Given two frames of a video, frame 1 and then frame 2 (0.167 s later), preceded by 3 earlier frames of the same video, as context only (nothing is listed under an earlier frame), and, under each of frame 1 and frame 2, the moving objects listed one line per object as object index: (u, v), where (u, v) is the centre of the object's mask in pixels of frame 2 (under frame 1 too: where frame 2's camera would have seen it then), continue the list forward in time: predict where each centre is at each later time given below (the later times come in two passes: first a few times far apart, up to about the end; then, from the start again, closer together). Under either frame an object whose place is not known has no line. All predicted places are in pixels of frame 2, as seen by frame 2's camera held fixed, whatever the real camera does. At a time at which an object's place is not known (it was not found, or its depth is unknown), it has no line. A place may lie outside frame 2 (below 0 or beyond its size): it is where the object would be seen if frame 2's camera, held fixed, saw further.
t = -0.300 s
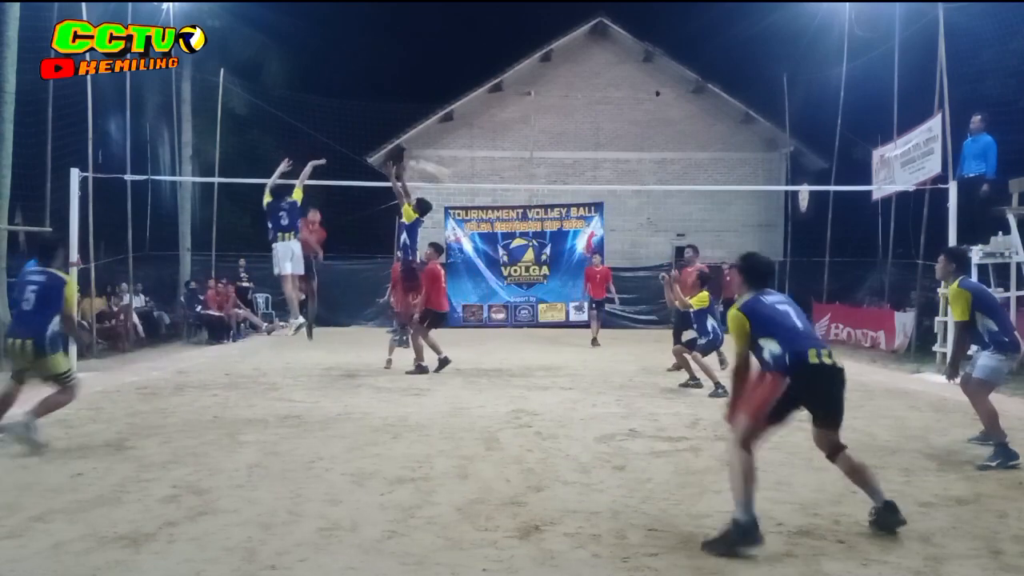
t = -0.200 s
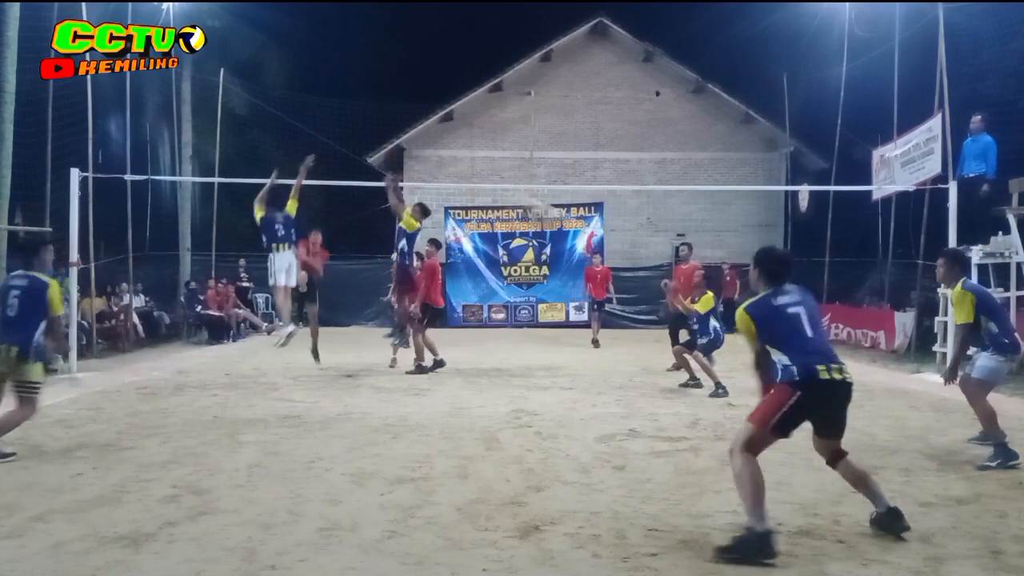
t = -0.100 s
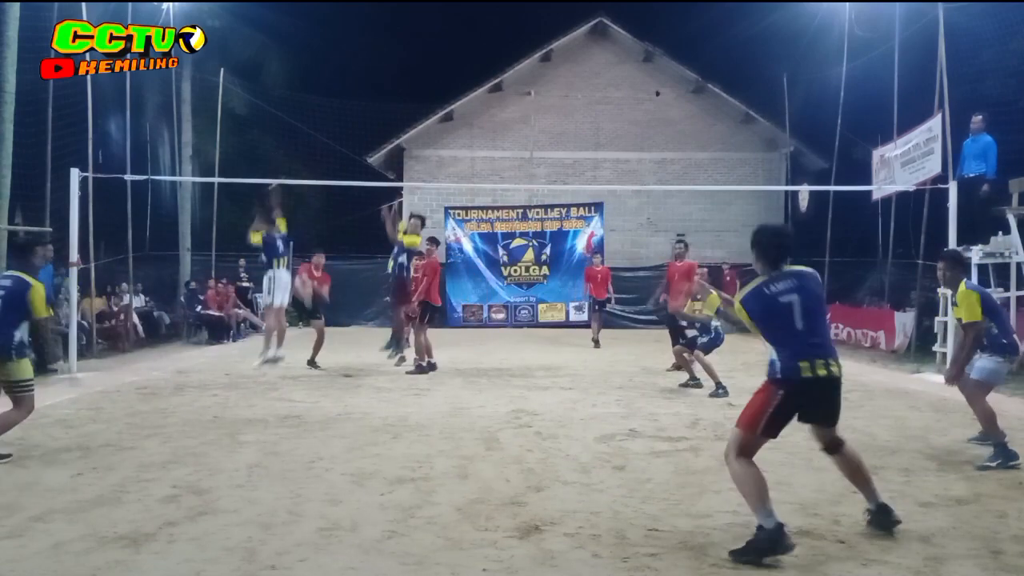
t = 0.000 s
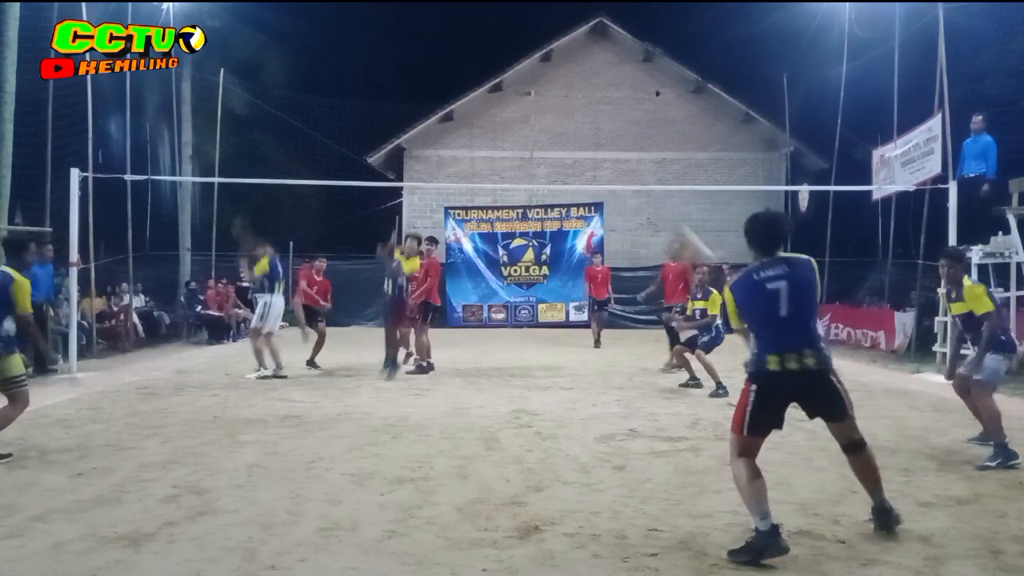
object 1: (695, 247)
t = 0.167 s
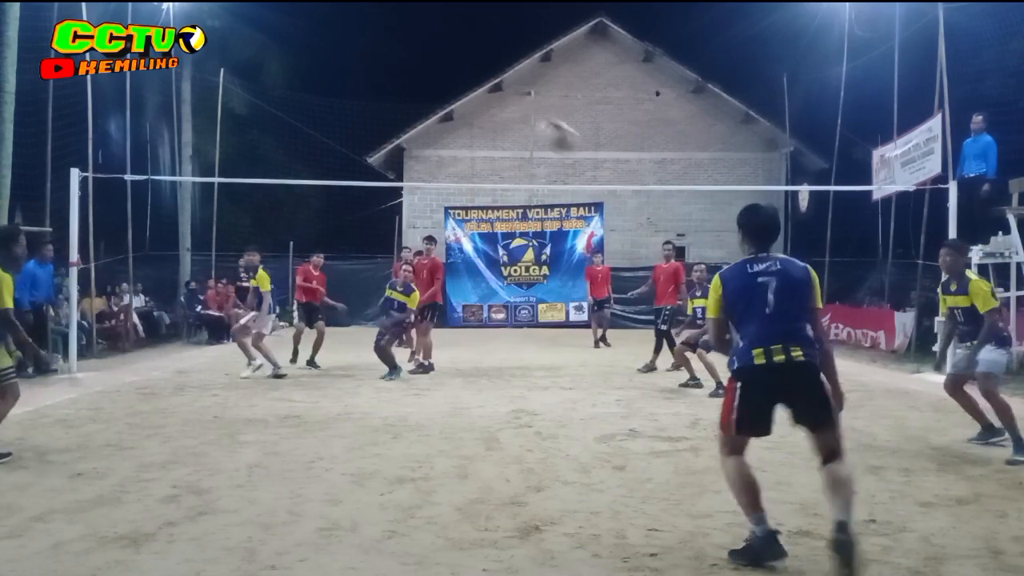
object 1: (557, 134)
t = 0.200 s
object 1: (536, 119)
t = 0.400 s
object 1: (434, 77)
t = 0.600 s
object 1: (363, 88)
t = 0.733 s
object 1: (325, 115)
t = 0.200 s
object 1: (536, 119)
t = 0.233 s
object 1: (517, 108)
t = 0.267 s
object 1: (501, 99)
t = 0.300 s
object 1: (480, 88)
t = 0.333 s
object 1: (463, 84)
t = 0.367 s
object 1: (449, 80)
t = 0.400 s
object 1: (434, 77)
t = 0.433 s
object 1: (421, 76)
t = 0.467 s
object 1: (408, 76)
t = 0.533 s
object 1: (385, 79)
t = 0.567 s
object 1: (373, 83)
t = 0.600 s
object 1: (363, 88)
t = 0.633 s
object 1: (352, 93)
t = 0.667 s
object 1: (343, 100)
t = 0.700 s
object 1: (334, 107)
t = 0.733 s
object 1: (325, 115)
